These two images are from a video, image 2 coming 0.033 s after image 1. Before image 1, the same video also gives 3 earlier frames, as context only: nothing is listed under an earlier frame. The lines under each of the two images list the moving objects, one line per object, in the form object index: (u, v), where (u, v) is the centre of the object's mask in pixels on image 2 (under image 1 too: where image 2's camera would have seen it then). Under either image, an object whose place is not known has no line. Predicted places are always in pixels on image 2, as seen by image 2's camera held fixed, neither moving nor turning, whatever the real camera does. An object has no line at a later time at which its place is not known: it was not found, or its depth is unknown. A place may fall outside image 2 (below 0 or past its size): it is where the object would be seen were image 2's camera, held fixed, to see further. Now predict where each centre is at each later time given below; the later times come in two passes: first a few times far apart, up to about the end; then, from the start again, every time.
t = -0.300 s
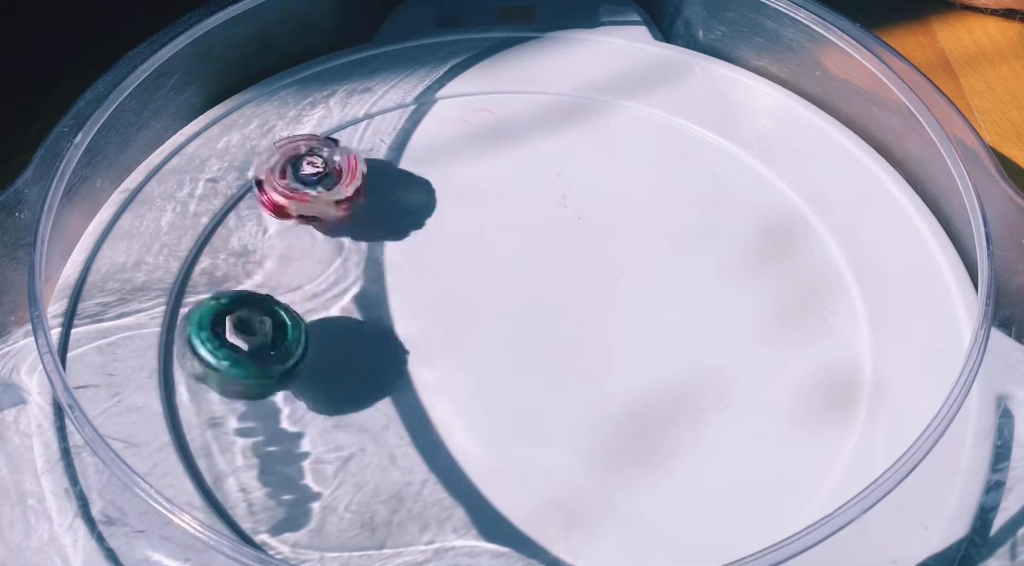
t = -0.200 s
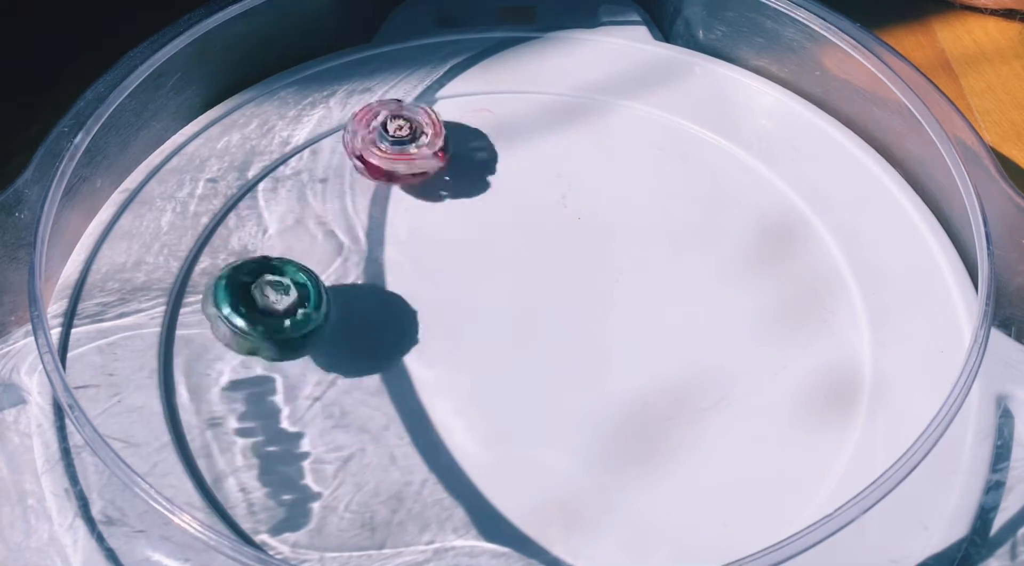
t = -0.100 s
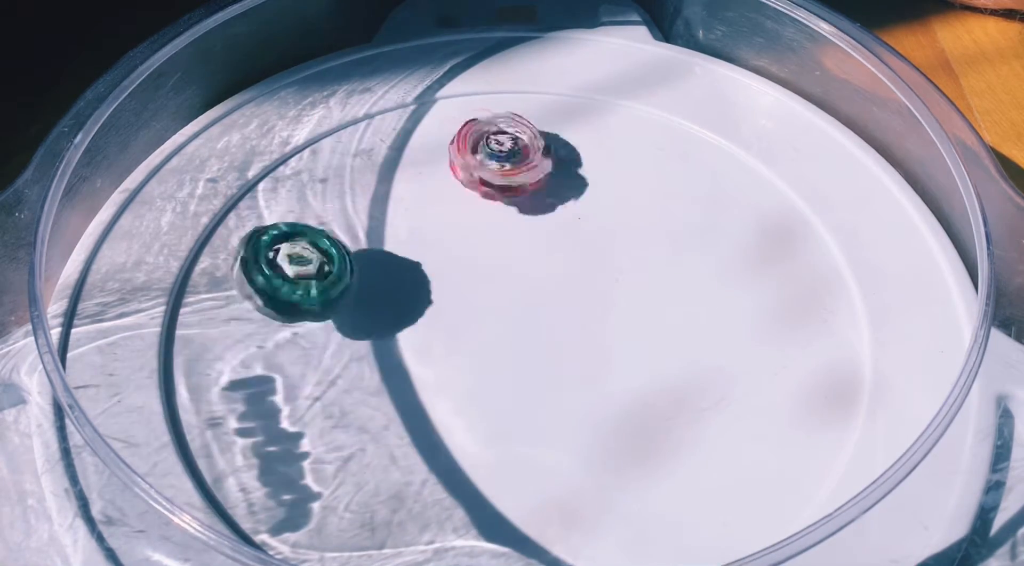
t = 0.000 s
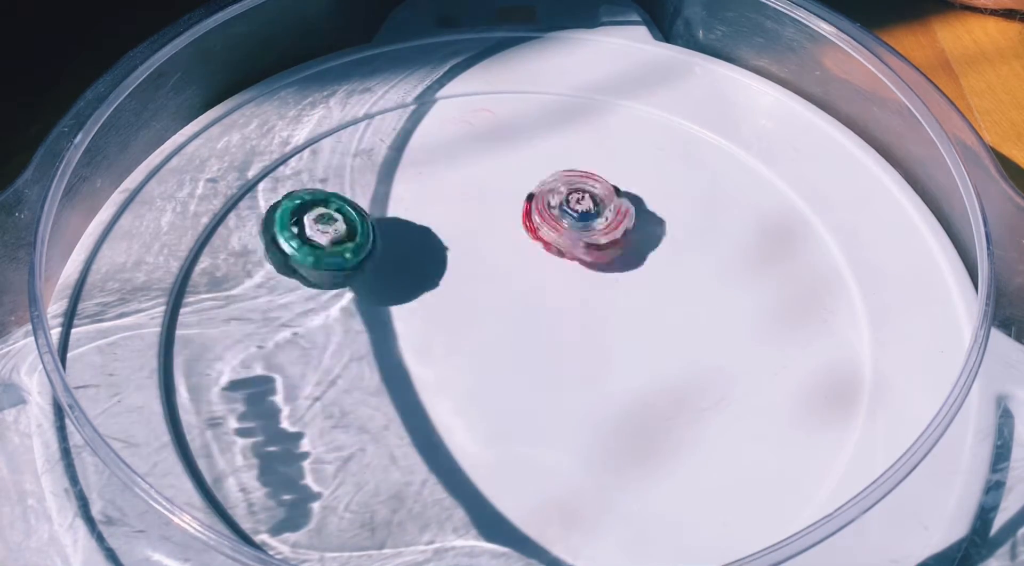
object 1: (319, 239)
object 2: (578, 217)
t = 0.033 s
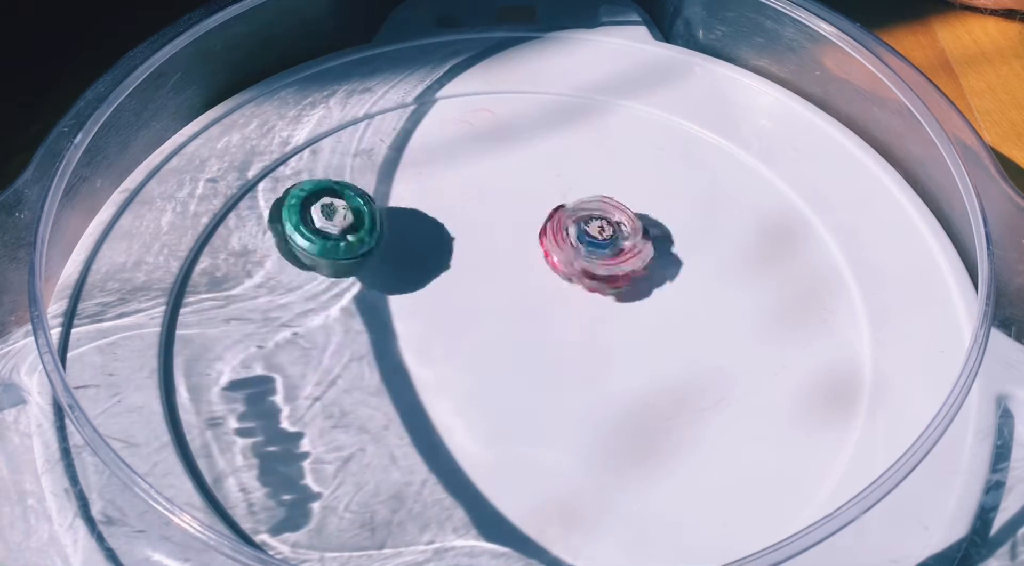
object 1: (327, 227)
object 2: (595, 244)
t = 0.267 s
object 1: (387, 165)
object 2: (531, 448)
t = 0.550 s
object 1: (465, 128)
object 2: (235, 389)
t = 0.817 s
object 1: (539, 124)
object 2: (430, 232)
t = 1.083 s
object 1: (621, 163)
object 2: (680, 341)
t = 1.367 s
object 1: (704, 225)
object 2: (541, 527)
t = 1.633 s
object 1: (769, 294)
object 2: (379, 348)
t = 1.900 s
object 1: (773, 362)
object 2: (596, 215)
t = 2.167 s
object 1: (712, 436)
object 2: (796, 326)
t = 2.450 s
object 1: (464, 545)
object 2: (691, 400)
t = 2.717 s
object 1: (388, 483)
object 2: (532, 232)
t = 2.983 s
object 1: (252, 441)
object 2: (686, 135)
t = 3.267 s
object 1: (193, 374)
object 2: (623, 317)
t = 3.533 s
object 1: (236, 289)
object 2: (369, 263)
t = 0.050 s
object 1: (332, 222)
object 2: (601, 258)
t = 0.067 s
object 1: (336, 217)
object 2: (607, 274)
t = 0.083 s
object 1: (340, 212)
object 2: (610, 289)
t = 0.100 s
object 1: (345, 207)
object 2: (611, 304)
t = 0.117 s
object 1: (349, 202)
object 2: (611, 321)
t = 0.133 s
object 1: (354, 198)
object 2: (609, 336)
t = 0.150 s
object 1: (357, 193)
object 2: (606, 353)
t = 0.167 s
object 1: (363, 189)
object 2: (601, 367)
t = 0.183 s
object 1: (367, 184)
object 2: (593, 383)
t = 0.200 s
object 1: (372, 180)
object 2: (585, 398)
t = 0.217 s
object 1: (375, 176)
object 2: (573, 411)
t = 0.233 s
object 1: (380, 173)
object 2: (560, 425)
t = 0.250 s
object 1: (383, 168)
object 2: (547, 437)
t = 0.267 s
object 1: (387, 165)
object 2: (531, 448)
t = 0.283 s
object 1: (391, 161)
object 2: (514, 460)
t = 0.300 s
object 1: (396, 158)
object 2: (495, 467)
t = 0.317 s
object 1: (400, 156)
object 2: (475, 474)
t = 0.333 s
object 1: (404, 152)
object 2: (455, 481)
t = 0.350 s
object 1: (407, 149)
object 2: (434, 484)
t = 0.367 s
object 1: (411, 146)
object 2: (410, 487)
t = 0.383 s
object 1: (417, 144)
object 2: (389, 487)
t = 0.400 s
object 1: (421, 142)
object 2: (367, 486)
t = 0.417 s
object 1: (427, 140)
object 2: (345, 482)
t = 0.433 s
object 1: (430, 137)
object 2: (324, 477)
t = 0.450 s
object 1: (435, 136)
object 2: (305, 469)
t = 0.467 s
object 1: (441, 136)
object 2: (287, 458)
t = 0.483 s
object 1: (445, 133)
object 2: (271, 448)
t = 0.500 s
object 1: (450, 133)
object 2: (259, 434)
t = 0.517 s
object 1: (454, 130)
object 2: (246, 419)
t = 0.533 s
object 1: (460, 129)
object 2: (238, 404)
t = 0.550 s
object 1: (465, 128)
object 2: (235, 389)
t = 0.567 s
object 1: (469, 127)
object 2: (233, 372)
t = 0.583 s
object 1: (475, 126)
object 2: (231, 356)
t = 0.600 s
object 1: (479, 125)
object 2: (237, 342)
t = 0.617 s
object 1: (483, 124)
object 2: (243, 327)
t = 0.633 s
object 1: (487, 123)
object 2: (251, 313)
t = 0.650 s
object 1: (492, 122)
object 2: (262, 301)
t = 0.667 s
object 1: (496, 122)
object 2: (275, 287)
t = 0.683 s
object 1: (501, 121)
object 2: (287, 276)
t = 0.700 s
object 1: (504, 120)
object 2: (303, 267)
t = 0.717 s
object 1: (509, 120)
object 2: (320, 258)
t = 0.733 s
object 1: (514, 121)
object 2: (336, 251)
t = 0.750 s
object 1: (518, 121)
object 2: (354, 246)
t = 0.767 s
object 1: (524, 122)
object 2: (374, 240)
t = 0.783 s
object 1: (528, 123)
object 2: (393, 237)
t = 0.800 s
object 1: (534, 124)
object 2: (410, 234)
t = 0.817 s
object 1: (539, 124)
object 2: (430, 232)
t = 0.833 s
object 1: (544, 126)
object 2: (447, 232)
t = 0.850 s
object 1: (549, 127)
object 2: (466, 233)
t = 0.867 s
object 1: (553, 127)
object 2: (486, 235)
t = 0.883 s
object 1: (558, 130)
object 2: (503, 238)
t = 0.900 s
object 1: (564, 132)
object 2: (521, 241)
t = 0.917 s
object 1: (569, 134)
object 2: (540, 246)
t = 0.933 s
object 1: (574, 136)
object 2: (557, 252)
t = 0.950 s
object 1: (579, 138)
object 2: (573, 259)
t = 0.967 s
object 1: (585, 141)
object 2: (591, 266)
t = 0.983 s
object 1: (589, 144)
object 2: (605, 273)
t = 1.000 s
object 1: (595, 146)
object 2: (621, 283)
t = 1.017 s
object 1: (600, 149)
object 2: (636, 293)
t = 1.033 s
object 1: (605, 153)
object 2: (648, 303)
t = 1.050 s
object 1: (611, 155)
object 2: (660, 315)
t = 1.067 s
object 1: (616, 159)
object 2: (671, 327)
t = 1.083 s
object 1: (621, 163)
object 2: (680, 341)
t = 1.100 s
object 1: (625, 167)
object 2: (688, 356)
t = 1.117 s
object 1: (631, 171)
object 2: (696, 368)
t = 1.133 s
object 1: (636, 174)
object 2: (700, 383)
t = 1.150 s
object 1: (641, 178)
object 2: (704, 400)
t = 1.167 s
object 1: (646, 182)
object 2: (708, 415)
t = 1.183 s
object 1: (650, 185)
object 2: (706, 430)
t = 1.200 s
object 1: (655, 189)
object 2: (703, 447)
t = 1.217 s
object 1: (660, 193)
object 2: (698, 463)
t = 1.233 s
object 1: (665, 196)
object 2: (689, 477)
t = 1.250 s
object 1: (669, 199)
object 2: (677, 492)
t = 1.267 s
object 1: (675, 203)
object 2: (665, 504)
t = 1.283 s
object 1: (681, 208)
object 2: (648, 511)
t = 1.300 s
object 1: (685, 210)
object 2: (629, 517)
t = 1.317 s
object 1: (690, 214)
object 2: (609, 521)
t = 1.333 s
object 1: (695, 218)
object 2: (588, 524)
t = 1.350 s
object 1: (699, 222)
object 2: (565, 526)
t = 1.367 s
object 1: (704, 225)
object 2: (541, 527)
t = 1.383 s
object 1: (708, 230)
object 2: (519, 527)
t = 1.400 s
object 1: (714, 234)
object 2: (495, 525)
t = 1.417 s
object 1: (718, 238)
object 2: (473, 522)
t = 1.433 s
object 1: (723, 242)
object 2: (452, 518)
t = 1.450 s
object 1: (728, 247)
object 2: (433, 512)
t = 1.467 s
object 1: (733, 251)
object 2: (414, 504)
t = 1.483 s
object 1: (737, 256)
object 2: (400, 493)
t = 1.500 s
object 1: (741, 260)
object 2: (387, 478)
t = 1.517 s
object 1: (746, 264)
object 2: (379, 461)
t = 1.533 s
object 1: (750, 268)
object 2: (371, 445)
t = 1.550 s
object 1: (752, 272)
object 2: (366, 428)
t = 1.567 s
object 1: (756, 276)
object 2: (364, 411)
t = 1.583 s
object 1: (760, 281)
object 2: (366, 394)
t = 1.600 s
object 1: (762, 285)
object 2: (368, 378)
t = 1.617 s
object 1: (765, 289)
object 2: (371, 363)
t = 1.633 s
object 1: (769, 294)
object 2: (379, 348)
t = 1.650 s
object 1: (771, 298)
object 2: (387, 333)
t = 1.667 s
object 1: (772, 302)
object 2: (395, 319)
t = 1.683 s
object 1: (773, 306)
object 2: (406, 306)
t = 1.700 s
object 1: (775, 311)
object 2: (418, 295)
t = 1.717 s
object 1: (777, 315)
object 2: (430, 283)
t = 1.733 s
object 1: (778, 319)
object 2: (442, 273)
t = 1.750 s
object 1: (779, 323)
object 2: (455, 264)
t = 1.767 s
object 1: (779, 328)
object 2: (471, 255)
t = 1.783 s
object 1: (779, 332)
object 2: (484, 246)
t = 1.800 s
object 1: (779, 336)
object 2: (498, 240)
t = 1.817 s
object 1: (777, 340)
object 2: (514, 233)
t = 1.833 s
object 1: (778, 344)
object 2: (531, 228)
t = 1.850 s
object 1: (777, 349)
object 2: (546, 223)
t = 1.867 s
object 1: (776, 353)
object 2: (562, 220)
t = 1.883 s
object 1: (775, 357)
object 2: (579, 217)
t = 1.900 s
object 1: (773, 362)
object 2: (596, 215)
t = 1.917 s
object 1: (771, 366)
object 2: (612, 214)
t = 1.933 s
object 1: (768, 371)
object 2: (629, 214)
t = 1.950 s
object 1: (766, 376)
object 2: (646, 214)
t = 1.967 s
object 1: (763, 381)
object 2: (661, 215)
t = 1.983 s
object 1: (761, 386)
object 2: (678, 220)
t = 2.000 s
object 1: (758, 390)
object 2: (694, 224)
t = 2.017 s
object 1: (754, 395)
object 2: (710, 229)
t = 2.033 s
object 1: (750, 400)
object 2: (724, 235)
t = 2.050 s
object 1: (746, 404)
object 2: (738, 243)
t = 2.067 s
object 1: (741, 409)
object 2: (753, 253)
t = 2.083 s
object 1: (737, 414)
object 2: (764, 262)
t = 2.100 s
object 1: (732, 418)
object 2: (775, 273)
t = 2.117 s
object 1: (727, 423)
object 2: (782, 285)
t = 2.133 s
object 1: (722, 427)
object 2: (792, 298)
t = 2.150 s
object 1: (717, 432)
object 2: (796, 312)
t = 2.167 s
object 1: (712, 436)
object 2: (796, 326)
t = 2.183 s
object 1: (707, 440)
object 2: (797, 342)
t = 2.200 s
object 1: (700, 445)
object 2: (794, 357)
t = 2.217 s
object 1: (691, 452)
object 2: (790, 369)
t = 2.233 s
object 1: (662, 473)
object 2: (801, 366)
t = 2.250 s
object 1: (635, 492)
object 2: (807, 363)
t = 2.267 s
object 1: (609, 508)
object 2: (813, 361)
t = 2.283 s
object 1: (584, 516)
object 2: (813, 358)
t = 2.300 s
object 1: (562, 522)
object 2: (813, 360)
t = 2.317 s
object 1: (542, 528)
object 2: (808, 363)
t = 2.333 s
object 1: (525, 532)
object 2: (804, 369)
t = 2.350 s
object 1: (511, 536)
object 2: (795, 374)
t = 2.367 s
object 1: (497, 539)
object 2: (784, 380)
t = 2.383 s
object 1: (486, 542)
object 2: (769, 387)
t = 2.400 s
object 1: (478, 544)
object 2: (751, 394)
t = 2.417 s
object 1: (472, 546)
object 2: (733, 399)
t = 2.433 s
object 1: (468, 545)
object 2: (713, 401)
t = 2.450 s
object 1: (464, 545)
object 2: (691, 400)
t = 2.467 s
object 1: (461, 542)
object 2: (669, 397)
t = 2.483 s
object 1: (456, 540)
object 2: (648, 391)
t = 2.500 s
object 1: (453, 538)
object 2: (628, 385)
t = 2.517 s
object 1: (449, 535)
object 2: (610, 377)
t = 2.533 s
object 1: (444, 532)
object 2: (595, 366)
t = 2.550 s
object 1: (439, 528)
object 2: (581, 355)
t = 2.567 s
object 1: (435, 526)
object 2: (568, 344)
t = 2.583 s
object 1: (430, 522)
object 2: (556, 332)
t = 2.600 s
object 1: (425, 520)
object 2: (547, 319)
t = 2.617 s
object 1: (420, 516)
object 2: (541, 307)
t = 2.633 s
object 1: (415, 510)
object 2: (537, 294)
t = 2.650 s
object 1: (411, 504)
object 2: (534, 281)
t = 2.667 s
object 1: (406, 499)
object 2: (530, 268)
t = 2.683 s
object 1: (400, 493)
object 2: (530, 256)
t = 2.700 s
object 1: (395, 488)
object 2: (530, 244)
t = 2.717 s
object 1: (388, 483)
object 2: (532, 232)
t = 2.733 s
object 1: (382, 478)
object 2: (537, 221)
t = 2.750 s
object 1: (374, 473)
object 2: (541, 209)
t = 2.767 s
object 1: (368, 470)
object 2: (545, 197)
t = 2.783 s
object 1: (360, 467)
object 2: (551, 188)
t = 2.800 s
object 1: (352, 465)
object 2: (558, 178)
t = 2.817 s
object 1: (343, 462)
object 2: (568, 170)
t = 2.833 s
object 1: (337, 460)
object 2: (578, 162)
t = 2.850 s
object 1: (324, 459)
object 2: (588, 154)
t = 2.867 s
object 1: (315, 457)
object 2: (598, 147)
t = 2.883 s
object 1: (304, 455)
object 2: (609, 142)
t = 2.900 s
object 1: (295, 453)
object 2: (619, 137)
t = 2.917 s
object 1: (287, 451)
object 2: (632, 134)
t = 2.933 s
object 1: (277, 449)
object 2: (646, 133)
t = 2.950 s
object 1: (269, 446)
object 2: (659, 132)
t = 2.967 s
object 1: (259, 444)
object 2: (672, 132)
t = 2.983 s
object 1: (252, 441)
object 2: (686, 135)
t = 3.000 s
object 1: (246, 440)
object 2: (697, 141)
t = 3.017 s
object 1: (236, 435)
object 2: (709, 147)
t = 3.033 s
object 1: (228, 432)
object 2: (720, 157)
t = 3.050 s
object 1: (223, 429)
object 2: (729, 166)
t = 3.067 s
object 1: (214, 425)
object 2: (734, 178)
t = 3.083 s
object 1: (210, 422)
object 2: (738, 191)
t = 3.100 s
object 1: (204, 418)
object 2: (738, 205)
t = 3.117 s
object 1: (198, 414)
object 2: (736, 220)
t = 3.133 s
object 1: (194, 410)
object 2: (731, 233)
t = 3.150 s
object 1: (190, 407)
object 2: (725, 248)
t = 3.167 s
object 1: (187, 402)
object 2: (715, 261)
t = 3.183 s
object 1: (187, 398)
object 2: (703, 273)
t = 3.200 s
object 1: (187, 393)
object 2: (689, 284)
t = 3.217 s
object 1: (189, 389)
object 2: (673, 294)
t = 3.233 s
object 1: (190, 383)
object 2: (658, 305)
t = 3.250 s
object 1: (192, 379)
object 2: (641, 313)
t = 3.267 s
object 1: (193, 374)
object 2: (623, 317)
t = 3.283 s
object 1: (195, 369)
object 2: (605, 322)
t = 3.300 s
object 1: (197, 364)
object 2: (586, 326)
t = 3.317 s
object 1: (199, 359)
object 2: (568, 328)
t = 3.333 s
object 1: (200, 353)
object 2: (549, 329)
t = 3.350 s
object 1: (202, 347)
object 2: (530, 329)
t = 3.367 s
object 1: (204, 341)
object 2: (512, 327)
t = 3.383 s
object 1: (205, 336)
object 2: (495, 324)
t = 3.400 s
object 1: (208, 330)
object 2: (478, 321)
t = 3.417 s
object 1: (211, 326)
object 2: (461, 317)
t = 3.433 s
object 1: (213, 321)
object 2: (445, 311)
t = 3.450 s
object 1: (216, 316)
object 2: (429, 304)
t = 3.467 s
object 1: (220, 311)
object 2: (415, 299)
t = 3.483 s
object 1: (223, 306)
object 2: (402, 290)
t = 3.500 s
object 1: (228, 300)
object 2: (390, 282)
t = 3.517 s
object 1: (232, 295)
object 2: (380, 272)
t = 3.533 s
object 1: (236, 289)
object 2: (369, 263)
